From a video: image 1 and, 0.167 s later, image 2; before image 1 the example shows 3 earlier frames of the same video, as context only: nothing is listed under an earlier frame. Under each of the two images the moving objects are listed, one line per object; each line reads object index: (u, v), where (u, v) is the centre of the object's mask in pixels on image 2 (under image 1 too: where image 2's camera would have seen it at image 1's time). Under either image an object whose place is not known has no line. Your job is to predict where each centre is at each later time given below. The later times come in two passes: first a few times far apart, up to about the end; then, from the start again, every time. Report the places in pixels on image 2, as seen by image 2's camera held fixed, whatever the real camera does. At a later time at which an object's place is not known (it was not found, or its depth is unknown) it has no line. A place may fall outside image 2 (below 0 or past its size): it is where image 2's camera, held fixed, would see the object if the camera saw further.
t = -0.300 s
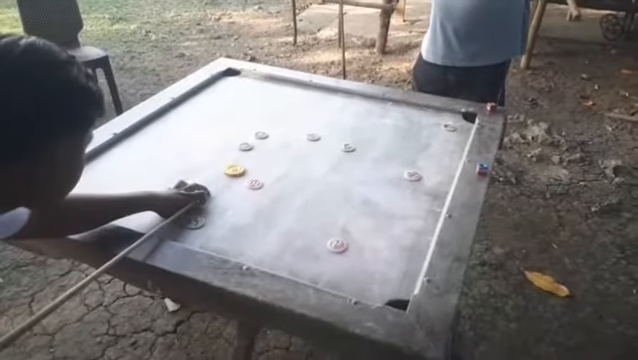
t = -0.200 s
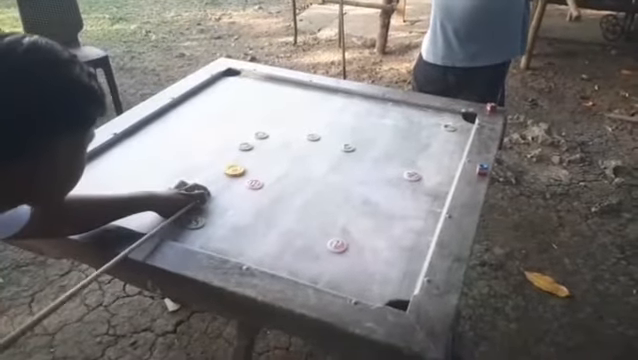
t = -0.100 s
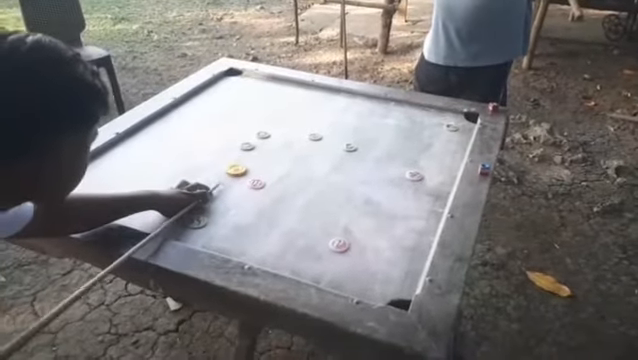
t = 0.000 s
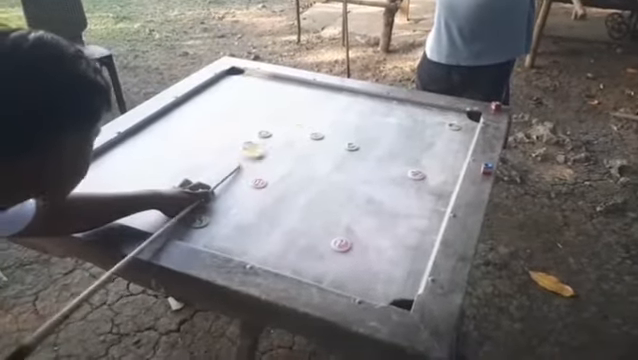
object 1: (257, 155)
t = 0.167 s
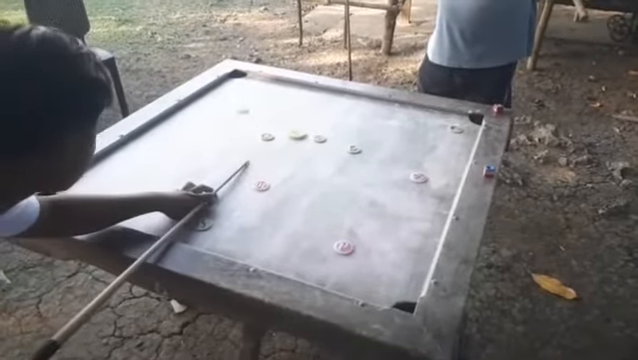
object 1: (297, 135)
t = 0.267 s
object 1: (316, 126)
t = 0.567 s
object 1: (350, 108)
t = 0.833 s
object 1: (358, 101)
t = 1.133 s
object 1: (358, 100)
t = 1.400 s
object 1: (358, 100)
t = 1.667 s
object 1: (358, 100)
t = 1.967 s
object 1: (358, 100)
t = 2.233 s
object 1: (358, 100)
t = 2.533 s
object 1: (358, 100)
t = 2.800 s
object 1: (358, 100)
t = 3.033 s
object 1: (358, 100)
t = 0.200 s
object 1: (303, 131)
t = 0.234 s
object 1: (310, 129)
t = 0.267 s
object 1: (316, 126)
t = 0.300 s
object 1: (321, 122)
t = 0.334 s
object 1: (325, 120)
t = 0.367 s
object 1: (331, 118)
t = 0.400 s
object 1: (334, 114)
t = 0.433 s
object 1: (338, 113)
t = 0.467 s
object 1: (341, 111)
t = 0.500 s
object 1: (345, 110)
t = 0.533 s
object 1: (347, 109)
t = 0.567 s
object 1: (350, 108)
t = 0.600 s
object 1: (351, 107)
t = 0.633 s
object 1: (354, 105)
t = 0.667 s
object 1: (355, 105)
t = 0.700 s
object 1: (357, 103)
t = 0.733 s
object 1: (357, 101)
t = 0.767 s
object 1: (357, 101)
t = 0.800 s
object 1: (357, 101)
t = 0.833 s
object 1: (358, 101)
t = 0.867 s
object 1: (358, 101)
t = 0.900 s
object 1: (358, 101)
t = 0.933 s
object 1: (358, 101)
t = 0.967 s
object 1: (358, 100)
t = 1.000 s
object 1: (358, 100)
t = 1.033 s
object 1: (358, 100)
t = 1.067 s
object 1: (358, 100)
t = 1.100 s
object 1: (358, 100)
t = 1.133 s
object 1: (358, 100)
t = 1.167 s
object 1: (358, 100)
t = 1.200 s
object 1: (358, 100)
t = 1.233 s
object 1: (358, 100)
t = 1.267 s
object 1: (358, 100)
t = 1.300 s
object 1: (358, 100)
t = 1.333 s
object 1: (358, 100)
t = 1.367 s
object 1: (358, 100)
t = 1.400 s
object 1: (358, 100)
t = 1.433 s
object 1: (358, 100)
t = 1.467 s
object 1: (358, 100)
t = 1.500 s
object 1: (358, 100)
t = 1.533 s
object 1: (358, 100)
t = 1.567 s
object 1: (358, 100)
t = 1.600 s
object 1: (358, 100)
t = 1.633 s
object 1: (358, 100)
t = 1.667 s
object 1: (358, 100)
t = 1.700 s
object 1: (358, 100)
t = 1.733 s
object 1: (358, 100)
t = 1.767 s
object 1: (358, 100)
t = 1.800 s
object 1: (358, 100)
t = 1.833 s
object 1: (358, 100)
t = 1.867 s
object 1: (358, 100)
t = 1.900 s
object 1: (357, 100)
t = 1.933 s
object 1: (358, 100)
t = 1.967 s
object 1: (358, 100)
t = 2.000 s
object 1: (358, 100)
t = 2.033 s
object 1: (358, 100)
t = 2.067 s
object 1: (358, 100)
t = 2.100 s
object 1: (358, 100)
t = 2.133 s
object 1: (358, 100)
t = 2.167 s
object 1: (357, 100)
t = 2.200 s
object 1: (358, 100)
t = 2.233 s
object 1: (358, 100)
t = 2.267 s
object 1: (358, 100)
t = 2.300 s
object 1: (358, 100)
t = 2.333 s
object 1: (357, 100)
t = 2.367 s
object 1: (358, 100)
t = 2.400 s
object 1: (358, 100)
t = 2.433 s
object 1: (358, 100)
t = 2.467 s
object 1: (358, 100)
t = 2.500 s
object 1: (358, 100)
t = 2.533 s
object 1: (358, 100)
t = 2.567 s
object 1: (358, 100)
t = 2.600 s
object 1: (358, 100)
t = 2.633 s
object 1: (358, 100)
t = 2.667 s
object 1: (358, 100)
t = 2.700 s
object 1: (358, 100)
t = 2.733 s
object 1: (358, 100)
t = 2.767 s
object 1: (358, 100)
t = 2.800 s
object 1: (358, 100)
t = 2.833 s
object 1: (358, 100)
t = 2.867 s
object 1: (359, 100)
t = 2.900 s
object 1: (359, 100)
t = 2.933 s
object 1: (358, 100)
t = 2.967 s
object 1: (358, 100)
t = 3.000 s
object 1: (358, 100)
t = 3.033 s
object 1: (358, 100)
